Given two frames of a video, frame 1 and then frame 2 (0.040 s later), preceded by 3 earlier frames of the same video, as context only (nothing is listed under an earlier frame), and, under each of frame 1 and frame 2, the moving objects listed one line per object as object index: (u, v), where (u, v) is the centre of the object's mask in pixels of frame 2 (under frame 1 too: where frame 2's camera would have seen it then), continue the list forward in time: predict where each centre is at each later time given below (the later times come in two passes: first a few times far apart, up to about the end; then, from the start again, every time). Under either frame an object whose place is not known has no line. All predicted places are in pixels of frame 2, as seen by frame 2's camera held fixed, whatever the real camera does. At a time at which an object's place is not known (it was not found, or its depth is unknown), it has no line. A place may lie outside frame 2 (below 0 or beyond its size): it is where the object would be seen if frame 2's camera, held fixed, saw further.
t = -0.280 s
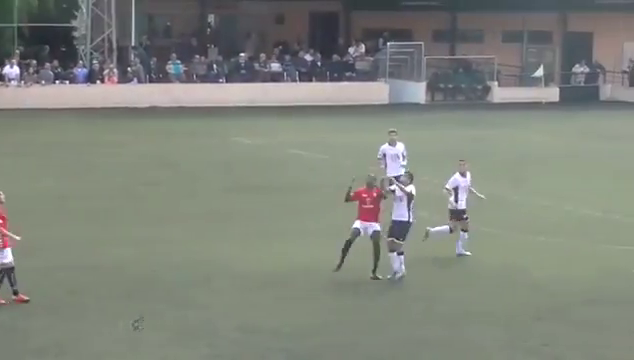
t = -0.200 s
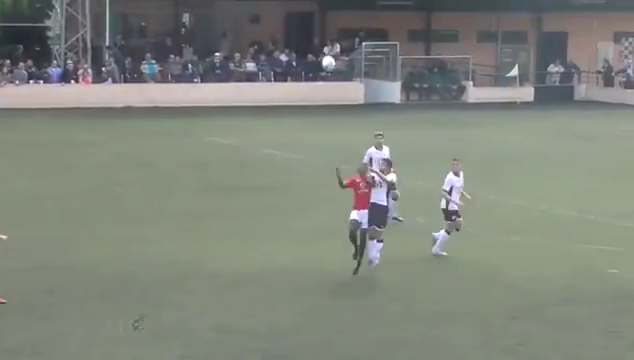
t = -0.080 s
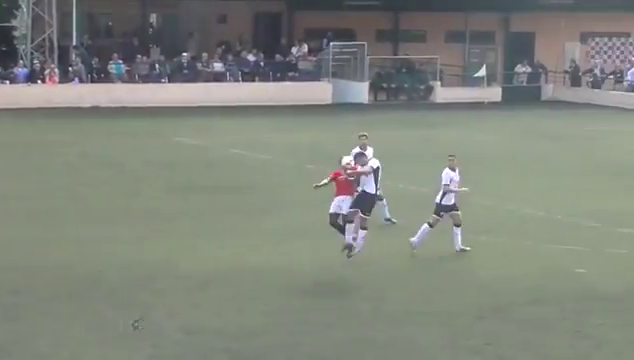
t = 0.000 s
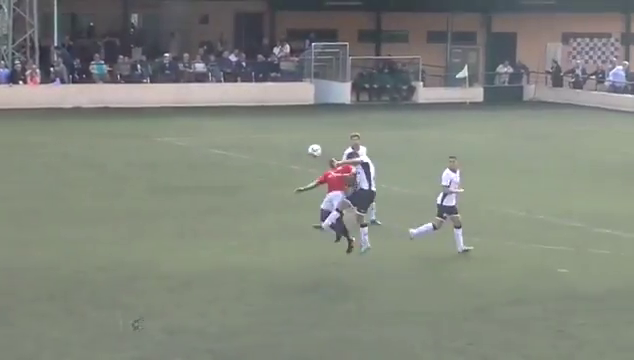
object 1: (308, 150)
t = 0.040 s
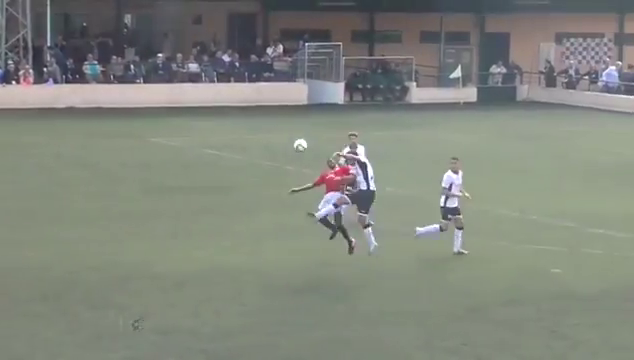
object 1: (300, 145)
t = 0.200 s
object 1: (269, 132)
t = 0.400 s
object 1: (231, 137)
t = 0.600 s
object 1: (193, 164)
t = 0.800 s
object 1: (154, 217)
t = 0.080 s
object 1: (292, 140)
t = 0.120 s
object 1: (285, 137)
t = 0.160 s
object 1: (277, 134)
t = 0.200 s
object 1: (269, 132)
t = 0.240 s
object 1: (261, 131)
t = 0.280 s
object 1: (254, 131)
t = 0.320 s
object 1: (246, 132)
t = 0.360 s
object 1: (239, 133)
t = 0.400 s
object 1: (231, 137)
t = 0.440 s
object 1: (224, 140)
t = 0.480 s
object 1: (216, 145)
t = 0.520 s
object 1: (209, 150)
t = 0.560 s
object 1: (201, 158)
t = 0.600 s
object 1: (193, 164)
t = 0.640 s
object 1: (185, 173)
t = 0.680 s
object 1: (177, 183)
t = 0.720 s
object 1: (169, 193)
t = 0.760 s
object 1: (161, 205)
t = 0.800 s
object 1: (154, 217)
